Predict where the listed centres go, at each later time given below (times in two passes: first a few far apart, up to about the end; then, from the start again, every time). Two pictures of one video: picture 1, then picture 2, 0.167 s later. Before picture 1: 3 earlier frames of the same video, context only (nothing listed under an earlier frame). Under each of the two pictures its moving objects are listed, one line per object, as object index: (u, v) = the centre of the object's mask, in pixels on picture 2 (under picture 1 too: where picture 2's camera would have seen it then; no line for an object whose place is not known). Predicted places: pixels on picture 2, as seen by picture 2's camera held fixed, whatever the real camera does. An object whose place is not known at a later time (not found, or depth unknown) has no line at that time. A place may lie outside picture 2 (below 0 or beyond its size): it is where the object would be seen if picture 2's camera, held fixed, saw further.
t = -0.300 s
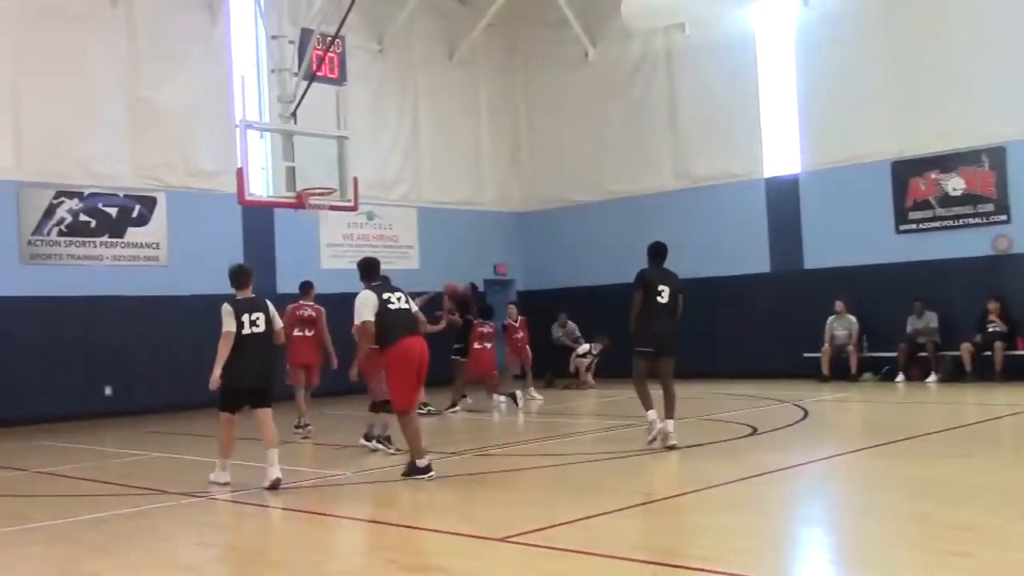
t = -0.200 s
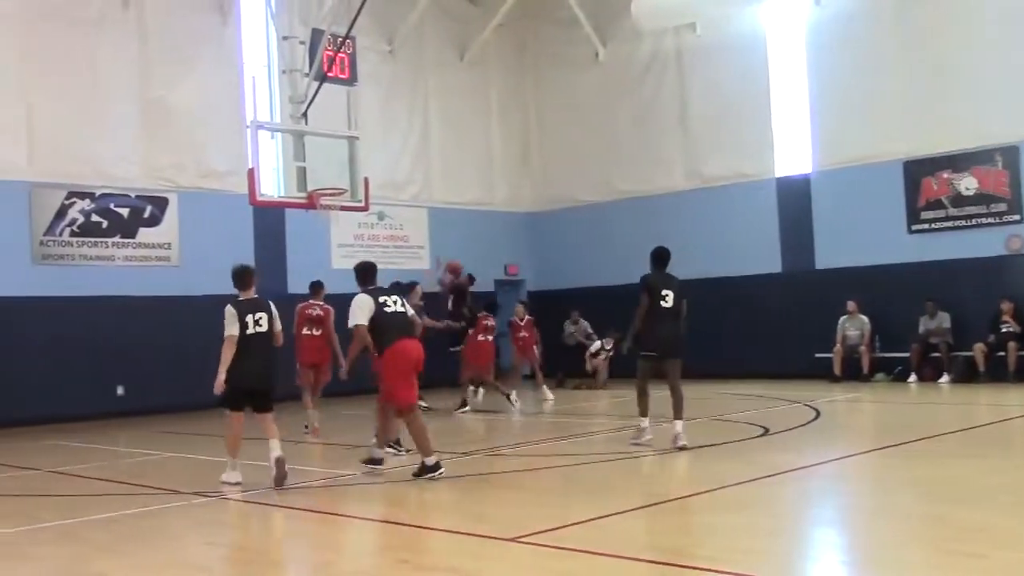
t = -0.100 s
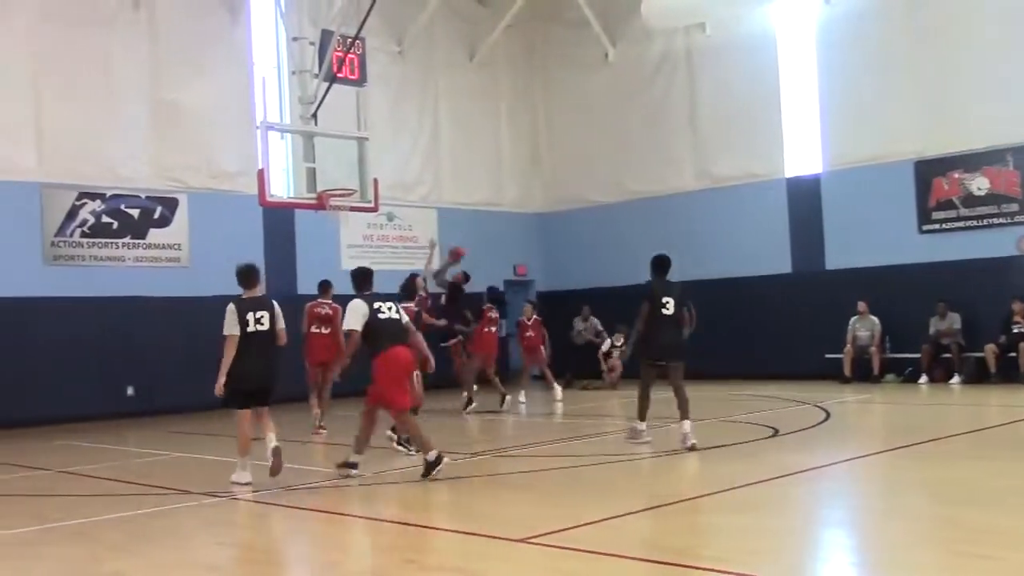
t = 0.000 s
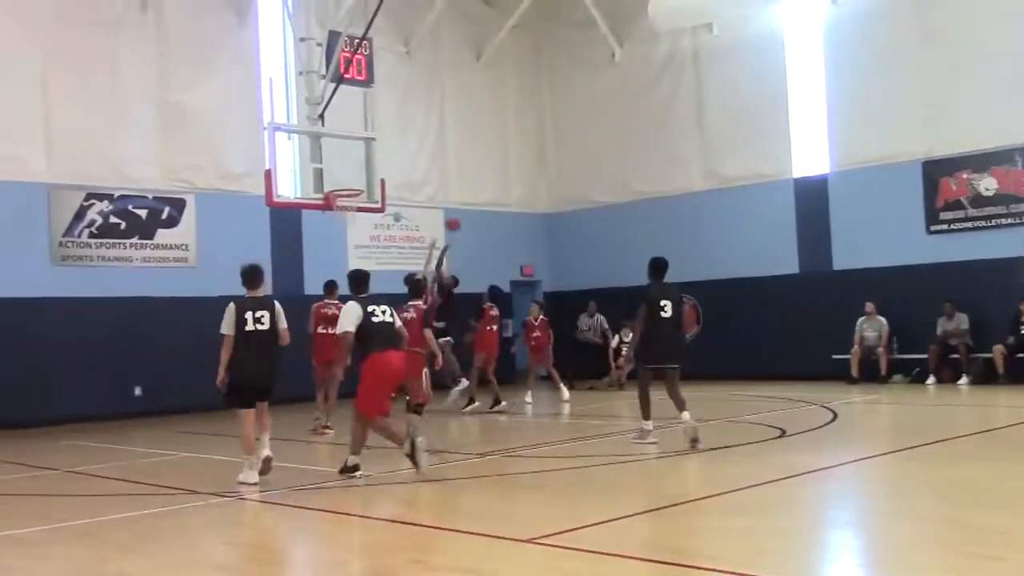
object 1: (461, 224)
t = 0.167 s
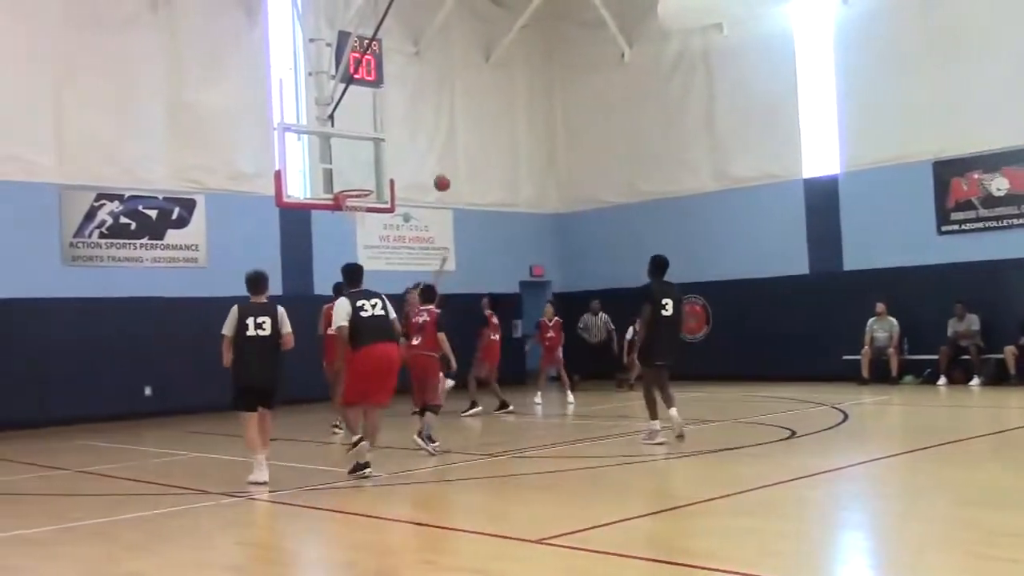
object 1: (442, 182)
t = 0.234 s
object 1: (433, 172)
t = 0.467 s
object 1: (406, 156)
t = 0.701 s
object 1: (380, 178)
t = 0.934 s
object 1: (395, 185)
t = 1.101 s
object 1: (415, 200)
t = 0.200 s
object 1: (438, 177)
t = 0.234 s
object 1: (433, 172)
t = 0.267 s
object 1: (430, 167)
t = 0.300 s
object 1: (426, 163)
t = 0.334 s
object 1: (422, 161)
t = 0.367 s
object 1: (418, 159)
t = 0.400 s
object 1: (414, 157)
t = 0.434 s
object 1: (410, 156)
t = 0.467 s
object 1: (406, 156)
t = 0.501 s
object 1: (402, 157)
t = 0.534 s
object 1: (398, 158)
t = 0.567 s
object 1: (395, 161)
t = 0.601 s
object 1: (391, 164)
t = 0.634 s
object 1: (387, 168)
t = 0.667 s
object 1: (384, 173)
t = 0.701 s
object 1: (380, 178)
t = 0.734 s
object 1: (375, 185)
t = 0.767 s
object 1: (376, 187)
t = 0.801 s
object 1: (379, 186)
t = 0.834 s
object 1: (382, 184)
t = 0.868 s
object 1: (386, 184)
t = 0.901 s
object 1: (391, 184)
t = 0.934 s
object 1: (395, 185)
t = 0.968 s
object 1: (398, 186)
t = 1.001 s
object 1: (402, 189)
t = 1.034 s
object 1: (407, 192)
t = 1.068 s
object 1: (411, 196)
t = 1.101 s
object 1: (415, 200)
